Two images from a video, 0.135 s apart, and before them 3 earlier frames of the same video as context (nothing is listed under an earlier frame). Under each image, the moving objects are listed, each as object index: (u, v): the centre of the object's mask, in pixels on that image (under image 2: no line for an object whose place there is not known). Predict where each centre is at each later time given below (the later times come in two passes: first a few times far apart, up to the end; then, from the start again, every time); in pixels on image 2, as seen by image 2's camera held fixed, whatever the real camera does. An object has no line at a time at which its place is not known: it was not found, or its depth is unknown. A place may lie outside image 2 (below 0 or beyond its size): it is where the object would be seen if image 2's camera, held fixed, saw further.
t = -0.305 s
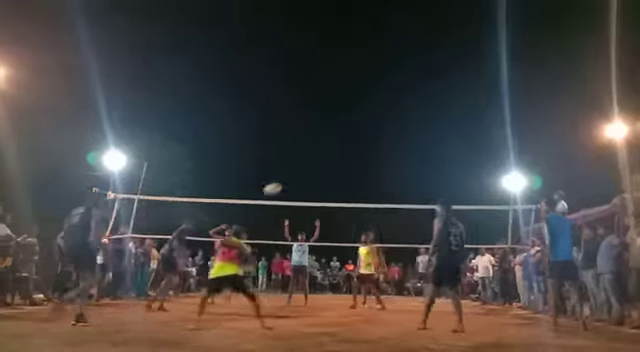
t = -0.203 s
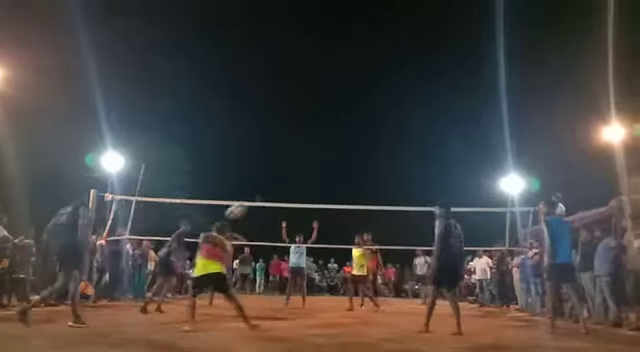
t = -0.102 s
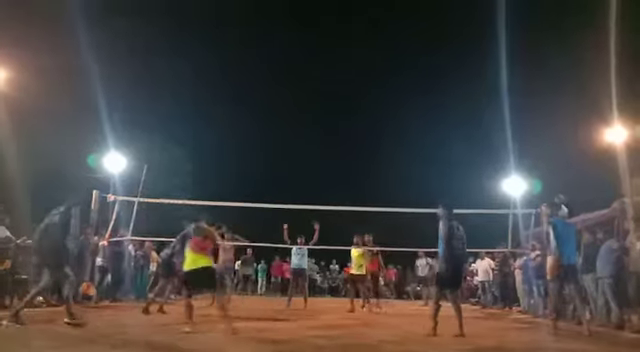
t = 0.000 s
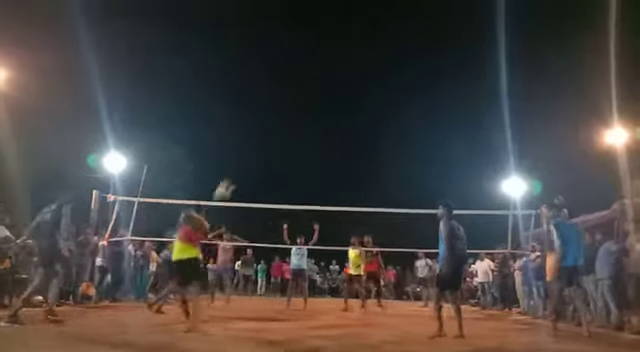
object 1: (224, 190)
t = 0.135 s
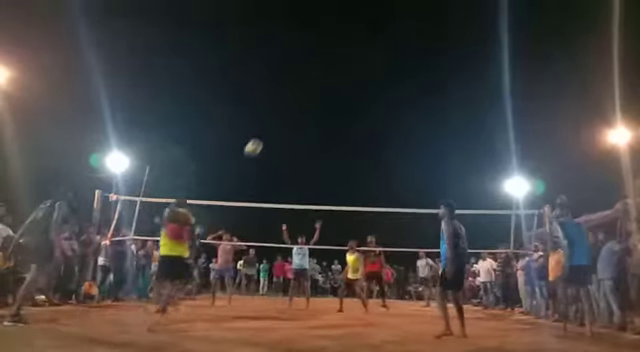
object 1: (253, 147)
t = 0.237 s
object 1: (271, 127)
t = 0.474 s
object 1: (304, 105)
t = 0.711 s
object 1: (333, 114)
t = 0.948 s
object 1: (355, 146)
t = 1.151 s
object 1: (373, 188)
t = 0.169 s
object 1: (259, 139)
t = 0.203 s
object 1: (265, 133)
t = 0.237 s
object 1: (271, 127)
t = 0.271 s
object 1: (276, 121)
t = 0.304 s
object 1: (282, 117)
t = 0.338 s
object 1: (286, 113)
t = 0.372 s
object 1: (291, 110)
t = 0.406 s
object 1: (296, 108)
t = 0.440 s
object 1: (300, 106)
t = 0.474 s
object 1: (304, 105)
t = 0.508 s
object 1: (309, 105)
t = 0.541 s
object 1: (313, 105)
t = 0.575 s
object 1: (317, 105)
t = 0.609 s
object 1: (321, 107)
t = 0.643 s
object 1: (325, 108)
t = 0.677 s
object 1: (329, 111)
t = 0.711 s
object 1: (333, 114)
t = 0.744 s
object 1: (336, 117)
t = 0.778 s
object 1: (339, 120)
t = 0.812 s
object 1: (343, 125)
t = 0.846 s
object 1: (346, 128)
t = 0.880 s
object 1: (349, 134)
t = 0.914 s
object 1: (352, 140)
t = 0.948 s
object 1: (355, 146)
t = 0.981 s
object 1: (358, 152)
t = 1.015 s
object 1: (362, 158)
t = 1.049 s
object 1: (365, 165)
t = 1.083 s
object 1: (368, 172)
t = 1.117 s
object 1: (371, 180)
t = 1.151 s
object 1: (373, 188)
